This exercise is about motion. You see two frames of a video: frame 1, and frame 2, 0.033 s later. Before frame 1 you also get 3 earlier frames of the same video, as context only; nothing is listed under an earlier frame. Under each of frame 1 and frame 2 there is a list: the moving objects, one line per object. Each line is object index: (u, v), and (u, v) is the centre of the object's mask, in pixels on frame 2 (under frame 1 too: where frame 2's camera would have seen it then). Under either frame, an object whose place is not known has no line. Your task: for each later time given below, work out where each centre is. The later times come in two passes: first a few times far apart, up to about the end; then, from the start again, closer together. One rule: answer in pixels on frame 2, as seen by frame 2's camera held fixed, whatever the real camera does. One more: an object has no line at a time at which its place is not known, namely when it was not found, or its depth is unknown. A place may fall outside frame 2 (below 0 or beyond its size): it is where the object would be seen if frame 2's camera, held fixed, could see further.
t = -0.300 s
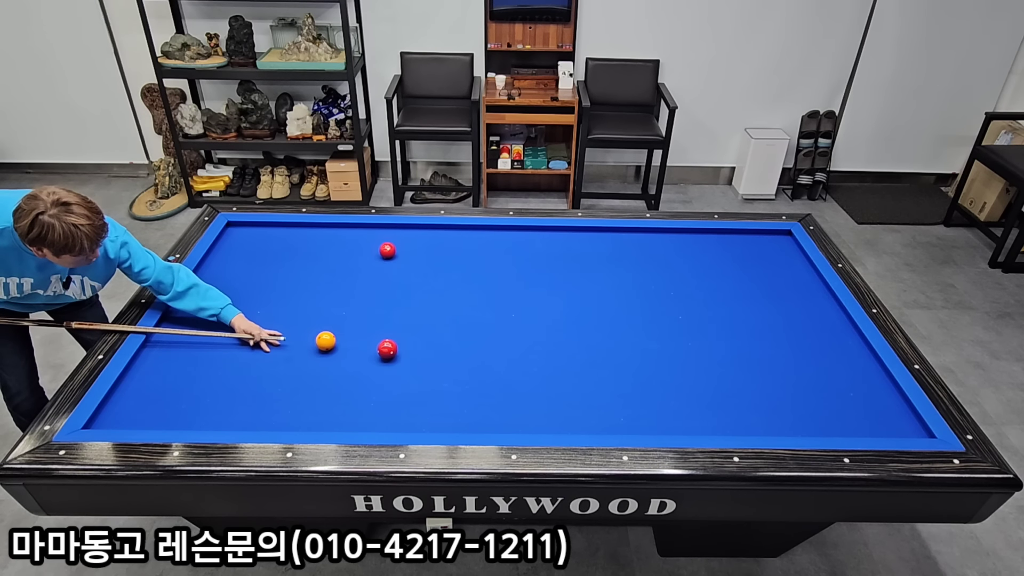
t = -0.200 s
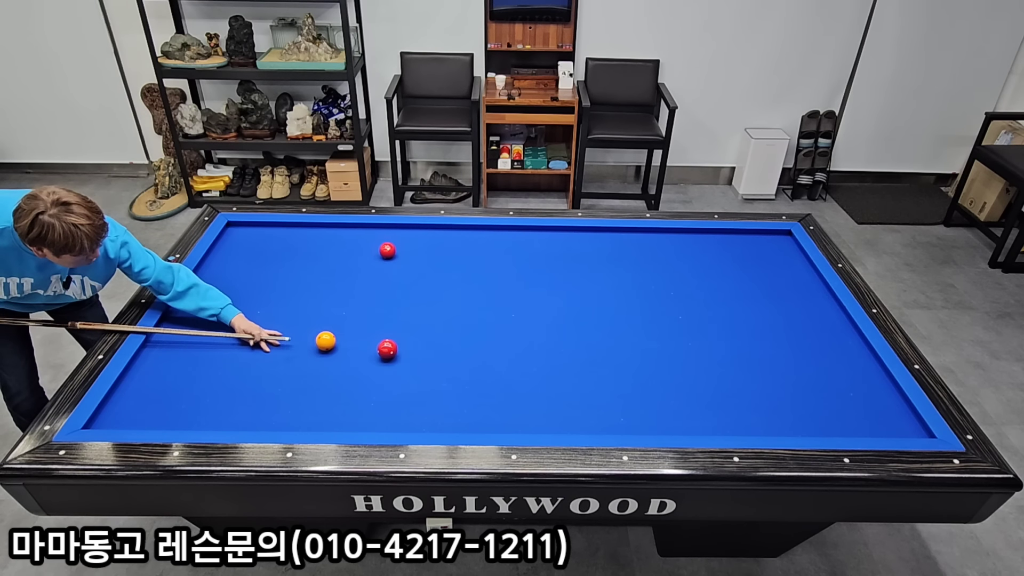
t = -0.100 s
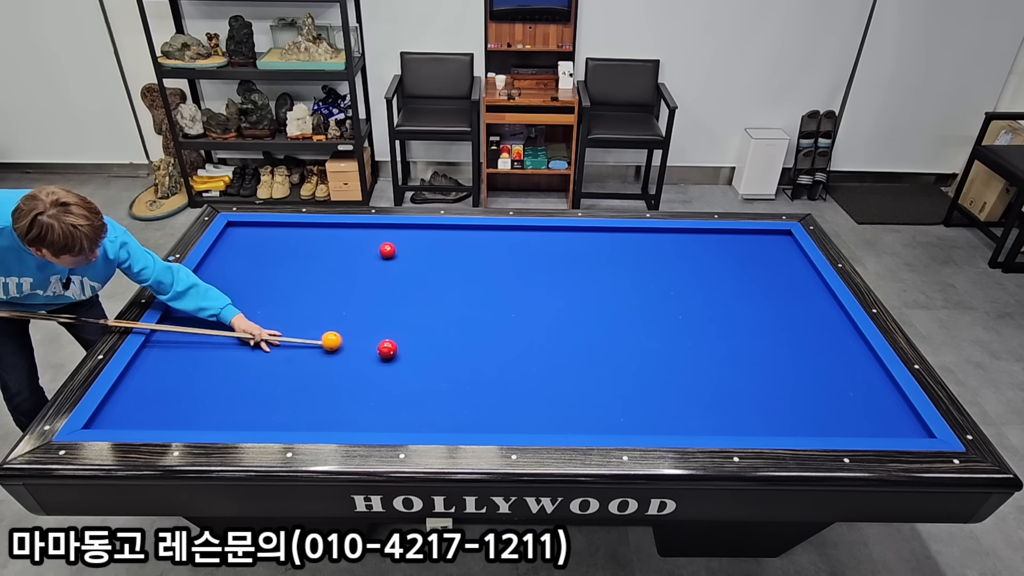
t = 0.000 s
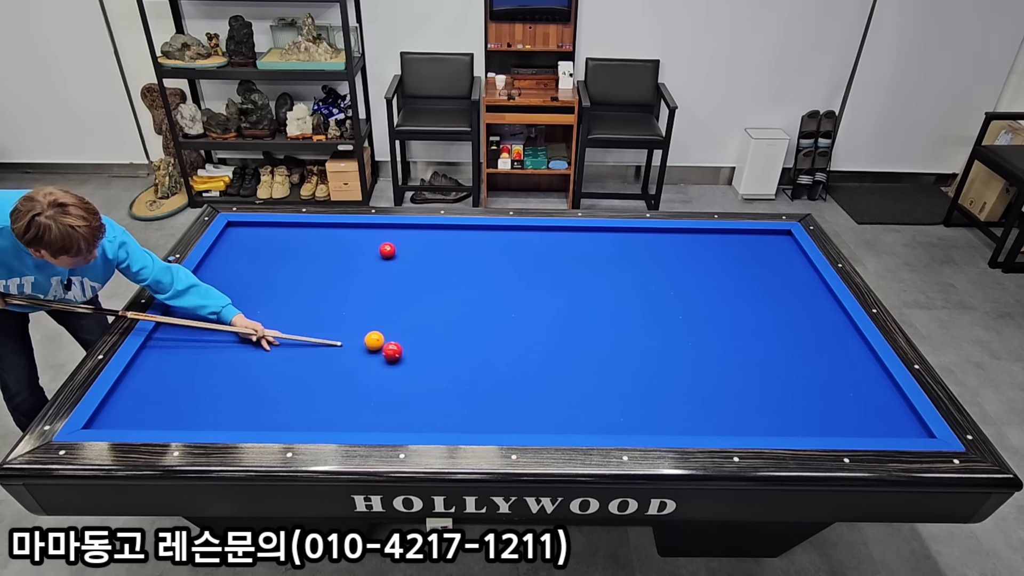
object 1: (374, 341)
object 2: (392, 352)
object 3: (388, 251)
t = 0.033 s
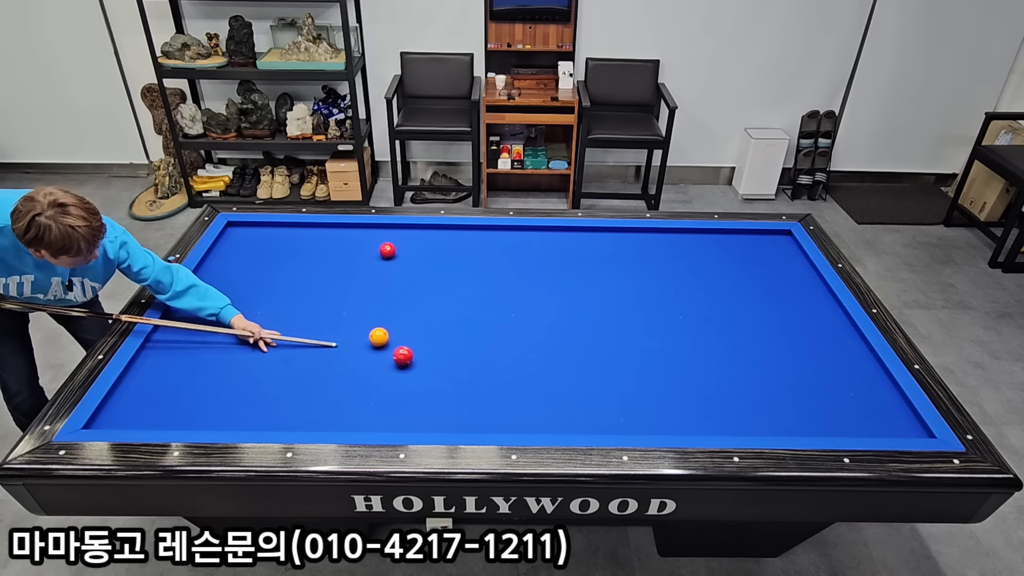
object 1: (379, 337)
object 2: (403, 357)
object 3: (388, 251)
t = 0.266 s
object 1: (395, 316)
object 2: (470, 386)
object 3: (387, 251)
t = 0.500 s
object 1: (399, 299)
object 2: (535, 414)
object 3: (387, 251)
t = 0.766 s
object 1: (403, 282)
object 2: (603, 416)
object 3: (387, 251)
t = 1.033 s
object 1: (406, 267)
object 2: (661, 400)
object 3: (387, 251)
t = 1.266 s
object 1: (409, 255)
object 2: (708, 388)
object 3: (387, 251)
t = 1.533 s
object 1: (412, 242)
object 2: (758, 375)
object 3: (387, 251)
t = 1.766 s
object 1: (415, 232)
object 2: (800, 364)
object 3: (388, 251)
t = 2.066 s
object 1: (411, 232)
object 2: (850, 352)
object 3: (387, 251)
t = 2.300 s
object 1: (406, 237)
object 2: (840, 342)
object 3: (387, 251)
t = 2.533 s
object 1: (402, 242)
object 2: (809, 332)
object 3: (387, 251)
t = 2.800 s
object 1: (399, 245)
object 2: (776, 322)
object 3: (384, 252)
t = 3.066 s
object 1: (399, 247)
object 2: (746, 313)
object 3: (380, 255)
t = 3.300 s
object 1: (400, 248)
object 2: (721, 305)
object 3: (376, 257)
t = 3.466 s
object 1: (400, 249)
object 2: (704, 300)
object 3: (373, 258)
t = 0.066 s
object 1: (383, 333)
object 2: (413, 361)
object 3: (388, 251)
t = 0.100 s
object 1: (386, 330)
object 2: (423, 366)
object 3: (388, 251)
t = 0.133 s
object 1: (389, 327)
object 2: (433, 370)
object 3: (387, 251)
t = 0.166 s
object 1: (391, 324)
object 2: (442, 374)
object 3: (388, 251)
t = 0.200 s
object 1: (393, 321)
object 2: (452, 378)
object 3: (388, 251)
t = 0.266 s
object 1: (395, 316)
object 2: (470, 386)
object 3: (387, 251)
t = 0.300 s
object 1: (396, 313)
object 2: (479, 390)
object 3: (388, 251)
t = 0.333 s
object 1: (396, 311)
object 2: (488, 394)
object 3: (388, 251)
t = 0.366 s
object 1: (397, 309)
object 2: (497, 398)
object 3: (388, 251)
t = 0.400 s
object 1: (398, 306)
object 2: (506, 402)
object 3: (388, 251)
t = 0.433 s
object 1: (398, 304)
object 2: (516, 406)
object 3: (388, 251)
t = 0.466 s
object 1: (398, 302)
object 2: (526, 411)
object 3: (388, 251)
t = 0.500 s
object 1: (399, 299)
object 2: (535, 414)
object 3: (387, 251)
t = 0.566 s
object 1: (400, 295)
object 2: (555, 422)
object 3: (387, 251)
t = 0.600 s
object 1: (400, 293)
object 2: (565, 425)
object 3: (388, 251)
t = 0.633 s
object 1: (401, 291)
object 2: (573, 425)
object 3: (387, 251)
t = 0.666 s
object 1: (401, 289)
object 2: (580, 423)
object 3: (387, 251)
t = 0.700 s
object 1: (402, 286)
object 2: (588, 420)
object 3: (388, 251)
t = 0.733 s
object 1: (402, 284)
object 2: (595, 418)
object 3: (387, 251)
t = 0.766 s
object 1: (403, 282)
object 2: (603, 416)
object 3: (387, 251)
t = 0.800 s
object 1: (403, 280)
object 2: (611, 414)
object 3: (387, 251)
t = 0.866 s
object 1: (404, 276)
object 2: (625, 410)
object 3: (387, 251)
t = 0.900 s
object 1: (404, 274)
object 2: (633, 408)
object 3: (387, 251)
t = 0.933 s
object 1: (405, 273)
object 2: (640, 406)
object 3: (387, 251)
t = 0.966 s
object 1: (405, 271)
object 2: (647, 404)
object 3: (387, 251)
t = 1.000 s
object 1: (406, 269)
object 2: (654, 402)
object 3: (387, 251)
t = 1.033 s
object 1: (406, 267)
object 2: (661, 400)
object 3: (387, 251)
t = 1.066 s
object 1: (407, 265)
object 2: (668, 399)
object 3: (387, 251)
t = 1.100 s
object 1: (407, 263)
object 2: (675, 397)
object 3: (387, 251)
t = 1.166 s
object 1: (408, 260)
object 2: (688, 393)
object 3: (387, 251)
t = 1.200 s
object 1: (408, 258)
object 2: (695, 391)
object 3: (387, 251)
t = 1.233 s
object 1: (409, 256)
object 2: (701, 390)
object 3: (387, 251)
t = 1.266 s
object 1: (409, 255)
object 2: (708, 388)
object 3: (387, 251)
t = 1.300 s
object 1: (410, 253)
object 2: (714, 387)
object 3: (387, 251)
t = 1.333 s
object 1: (410, 251)
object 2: (721, 385)
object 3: (387, 251)
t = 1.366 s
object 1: (410, 250)
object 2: (727, 383)
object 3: (387, 251)
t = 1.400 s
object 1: (411, 248)
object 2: (734, 382)
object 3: (387, 251)
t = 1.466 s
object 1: (412, 245)
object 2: (746, 378)
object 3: (387, 251)
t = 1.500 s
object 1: (412, 244)
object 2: (752, 377)
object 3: (387, 251)
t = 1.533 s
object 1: (412, 242)
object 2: (758, 375)
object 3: (387, 251)
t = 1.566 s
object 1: (413, 240)
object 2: (764, 374)
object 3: (387, 251)
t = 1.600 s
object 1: (413, 239)
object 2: (771, 372)
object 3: (387, 251)
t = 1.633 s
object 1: (413, 237)
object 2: (776, 371)
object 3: (387, 251)
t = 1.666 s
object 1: (414, 236)
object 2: (782, 369)
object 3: (387, 251)
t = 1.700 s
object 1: (414, 235)
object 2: (788, 368)
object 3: (387, 251)
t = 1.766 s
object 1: (415, 232)
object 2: (800, 364)
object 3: (388, 251)
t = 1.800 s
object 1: (415, 230)
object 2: (806, 363)
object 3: (387, 251)
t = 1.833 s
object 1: (415, 229)
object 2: (811, 362)
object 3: (388, 251)
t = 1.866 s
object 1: (416, 228)
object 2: (817, 360)
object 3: (387, 251)
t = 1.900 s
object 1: (415, 229)
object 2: (823, 359)
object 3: (387, 251)
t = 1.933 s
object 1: (414, 230)
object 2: (828, 357)
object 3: (387, 251)
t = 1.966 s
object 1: (413, 230)
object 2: (834, 356)
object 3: (387, 251)
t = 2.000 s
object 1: (413, 231)
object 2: (839, 354)
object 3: (387, 251)
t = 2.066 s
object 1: (411, 232)
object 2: (850, 352)
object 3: (387, 251)
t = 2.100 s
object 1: (411, 233)
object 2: (855, 350)
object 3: (387, 251)
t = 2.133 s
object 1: (410, 234)
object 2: (861, 349)
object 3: (387, 251)
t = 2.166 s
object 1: (409, 234)
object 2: (863, 348)
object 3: (387, 251)
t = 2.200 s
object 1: (408, 235)
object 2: (856, 346)
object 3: (387, 251)
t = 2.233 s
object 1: (408, 236)
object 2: (850, 344)
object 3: (387, 251)
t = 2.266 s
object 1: (407, 236)
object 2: (845, 343)
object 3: (387, 251)
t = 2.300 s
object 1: (406, 237)
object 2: (840, 342)
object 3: (387, 251)
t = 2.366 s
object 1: (405, 238)
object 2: (831, 339)
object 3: (387, 251)
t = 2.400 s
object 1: (404, 239)
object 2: (826, 337)
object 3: (387, 251)
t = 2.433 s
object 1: (403, 240)
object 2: (822, 336)
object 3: (387, 251)
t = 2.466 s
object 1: (403, 240)
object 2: (818, 335)
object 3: (387, 251)
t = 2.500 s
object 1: (402, 241)
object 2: (814, 333)
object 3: (387, 251)
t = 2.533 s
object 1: (402, 242)
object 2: (809, 332)
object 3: (387, 251)
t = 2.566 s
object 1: (401, 242)
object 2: (805, 331)
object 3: (387, 251)
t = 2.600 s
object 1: (400, 243)
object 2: (801, 329)
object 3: (387, 251)
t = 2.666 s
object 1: (399, 244)
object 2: (793, 327)
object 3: (387, 251)
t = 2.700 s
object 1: (399, 244)
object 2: (789, 326)
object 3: (386, 251)
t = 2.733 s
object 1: (399, 245)
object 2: (784, 324)
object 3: (385, 252)
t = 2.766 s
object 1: (399, 245)
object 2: (780, 323)
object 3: (385, 252)
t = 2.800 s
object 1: (399, 245)
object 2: (776, 322)
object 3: (384, 252)
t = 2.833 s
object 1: (399, 245)
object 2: (773, 321)
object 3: (384, 253)
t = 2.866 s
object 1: (399, 246)
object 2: (769, 320)
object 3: (383, 253)
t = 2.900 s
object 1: (399, 246)
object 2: (765, 318)
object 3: (382, 253)
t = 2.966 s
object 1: (399, 246)
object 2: (757, 316)
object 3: (381, 254)
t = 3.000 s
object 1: (399, 246)
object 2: (753, 315)
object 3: (381, 254)
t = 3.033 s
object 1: (399, 247)
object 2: (750, 314)
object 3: (380, 255)
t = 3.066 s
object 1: (399, 247)
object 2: (746, 313)
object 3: (380, 255)
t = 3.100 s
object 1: (399, 247)
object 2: (742, 312)
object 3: (379, 255)
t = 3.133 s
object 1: (399, 247)
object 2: (739, 310)
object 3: (378, 255)
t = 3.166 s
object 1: (399, 247)
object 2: (735, 309)
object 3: (378, 256)
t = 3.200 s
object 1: (399, 248)
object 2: (732, 308)
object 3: (377, 256)
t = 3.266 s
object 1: (399, 248)
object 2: (724, 306)
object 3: (376, 257)
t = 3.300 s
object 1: (400, 248)
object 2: (721, 305)
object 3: (376, 257)
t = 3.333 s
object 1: (400, 248)
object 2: (717, 304)
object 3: (375, 257)
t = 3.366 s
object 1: (400, 248)
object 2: (714, 303)
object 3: (375, 257)
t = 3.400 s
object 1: (400, 249)
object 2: (711, 302)
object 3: (374, 258)
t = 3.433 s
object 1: (400, 249)
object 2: (707, 301)
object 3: (374, 258)
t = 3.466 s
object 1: (400, 249)
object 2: (704, 300)
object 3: (373, 258)
